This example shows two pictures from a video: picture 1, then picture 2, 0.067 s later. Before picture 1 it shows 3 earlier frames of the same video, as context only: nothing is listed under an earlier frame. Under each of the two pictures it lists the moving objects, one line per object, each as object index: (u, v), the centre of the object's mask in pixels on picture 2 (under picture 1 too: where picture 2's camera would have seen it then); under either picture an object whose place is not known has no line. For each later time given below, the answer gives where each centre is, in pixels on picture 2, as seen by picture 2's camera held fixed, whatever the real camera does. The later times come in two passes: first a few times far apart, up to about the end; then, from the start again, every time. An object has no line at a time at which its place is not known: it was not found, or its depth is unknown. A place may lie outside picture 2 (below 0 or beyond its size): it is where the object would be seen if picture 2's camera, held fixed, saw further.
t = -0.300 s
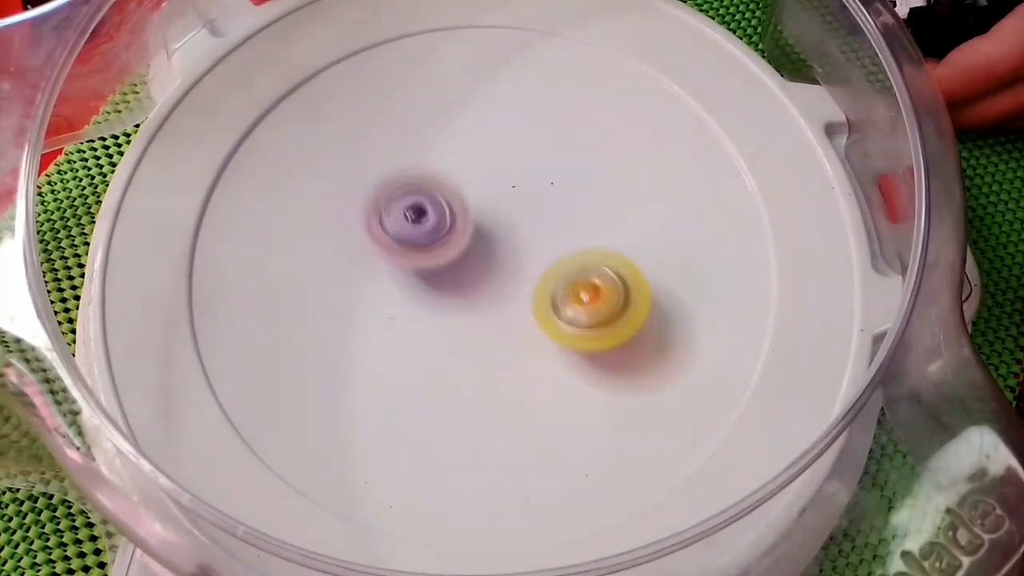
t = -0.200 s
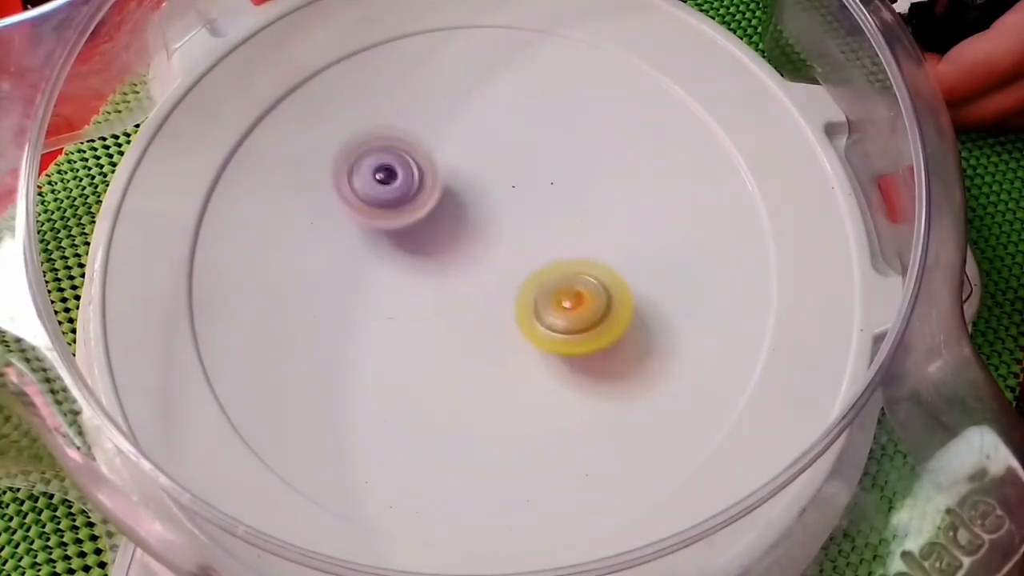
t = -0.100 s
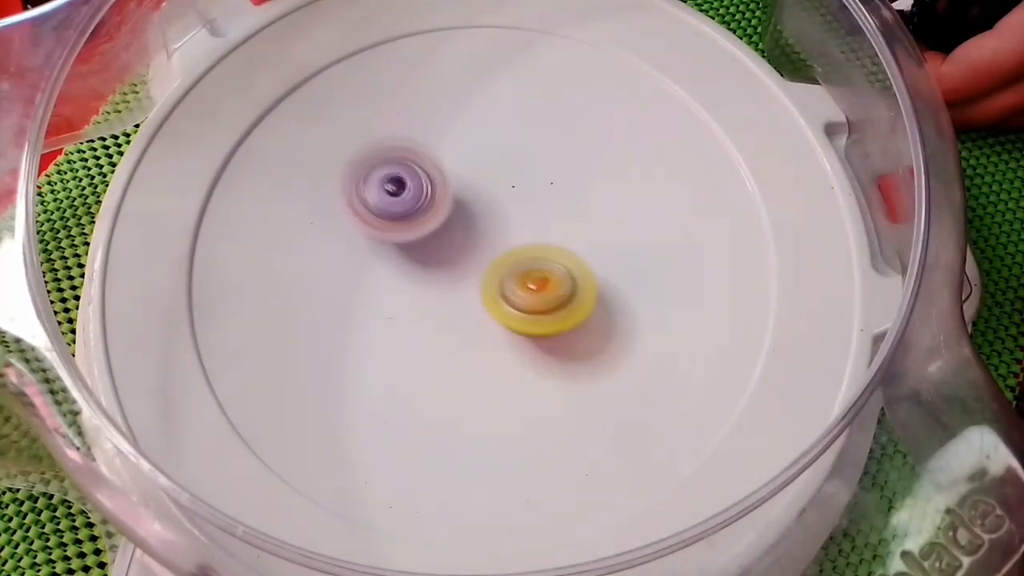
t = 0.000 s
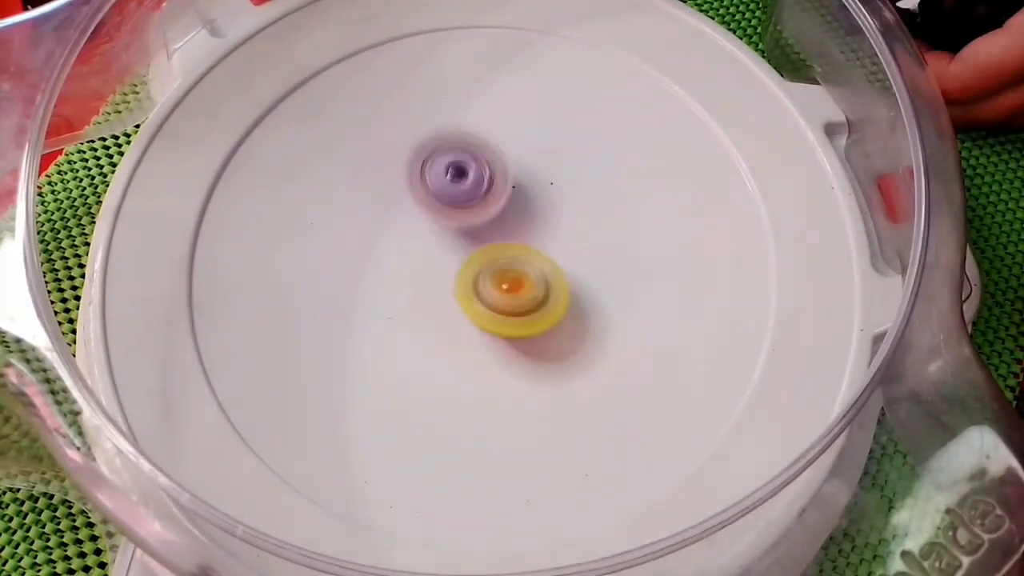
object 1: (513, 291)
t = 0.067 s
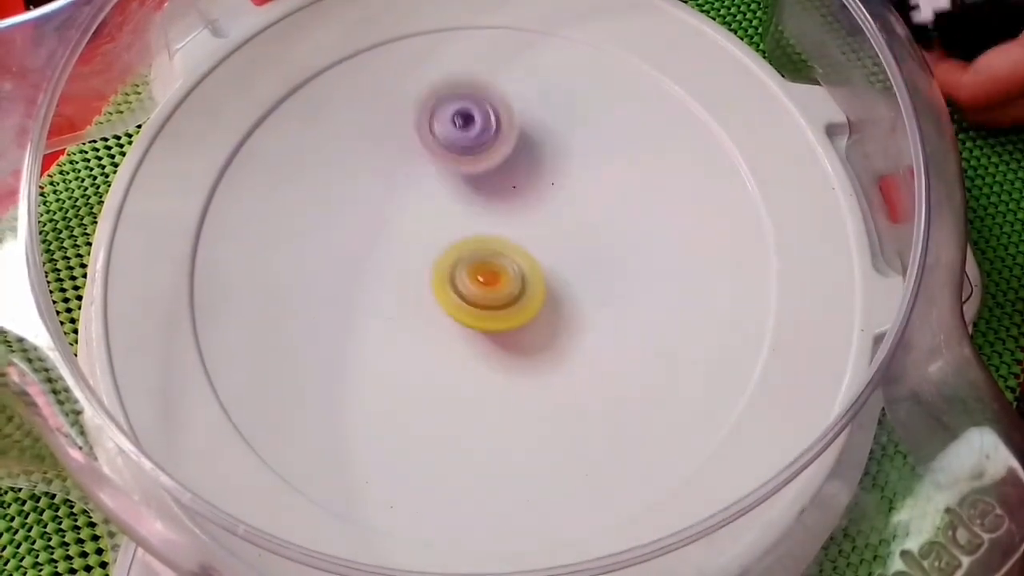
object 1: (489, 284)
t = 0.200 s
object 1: (461, 251)
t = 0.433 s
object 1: (459, 250)
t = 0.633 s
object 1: (463, 248)
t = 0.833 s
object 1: (473, 248)
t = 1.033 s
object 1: (290, 165)
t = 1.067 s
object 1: (296, 170)
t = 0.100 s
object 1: (478, 275)
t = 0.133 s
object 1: (473, 271)
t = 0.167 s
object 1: (466, 261)
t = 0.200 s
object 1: (461, 251)
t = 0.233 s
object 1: (454, 264)
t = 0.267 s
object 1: (438, 278)
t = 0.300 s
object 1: (437, 274)
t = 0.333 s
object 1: (438, 271)
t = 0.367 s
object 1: (444, 264)
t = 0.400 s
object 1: (451, 257)
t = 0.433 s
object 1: (459, 250)
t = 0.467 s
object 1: (463, 247)
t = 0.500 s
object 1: (467, 243)
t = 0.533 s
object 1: (458, 248)
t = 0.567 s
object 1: (458, 248)
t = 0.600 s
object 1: (460, 248)
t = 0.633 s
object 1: (463, 248)
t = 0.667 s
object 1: (464, 249)
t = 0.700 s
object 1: (467, 249)
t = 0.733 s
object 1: (469, 249)
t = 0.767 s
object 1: (472, 249)
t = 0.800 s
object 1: (473, 249)
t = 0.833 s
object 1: (473, 248)
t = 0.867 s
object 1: (397, 202)
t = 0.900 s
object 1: (369, 184)
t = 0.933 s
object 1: (327, 165)
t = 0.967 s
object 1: (298, 160)
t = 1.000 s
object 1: (292, 161)
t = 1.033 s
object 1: (290, 165)
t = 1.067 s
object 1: (296, 170)
